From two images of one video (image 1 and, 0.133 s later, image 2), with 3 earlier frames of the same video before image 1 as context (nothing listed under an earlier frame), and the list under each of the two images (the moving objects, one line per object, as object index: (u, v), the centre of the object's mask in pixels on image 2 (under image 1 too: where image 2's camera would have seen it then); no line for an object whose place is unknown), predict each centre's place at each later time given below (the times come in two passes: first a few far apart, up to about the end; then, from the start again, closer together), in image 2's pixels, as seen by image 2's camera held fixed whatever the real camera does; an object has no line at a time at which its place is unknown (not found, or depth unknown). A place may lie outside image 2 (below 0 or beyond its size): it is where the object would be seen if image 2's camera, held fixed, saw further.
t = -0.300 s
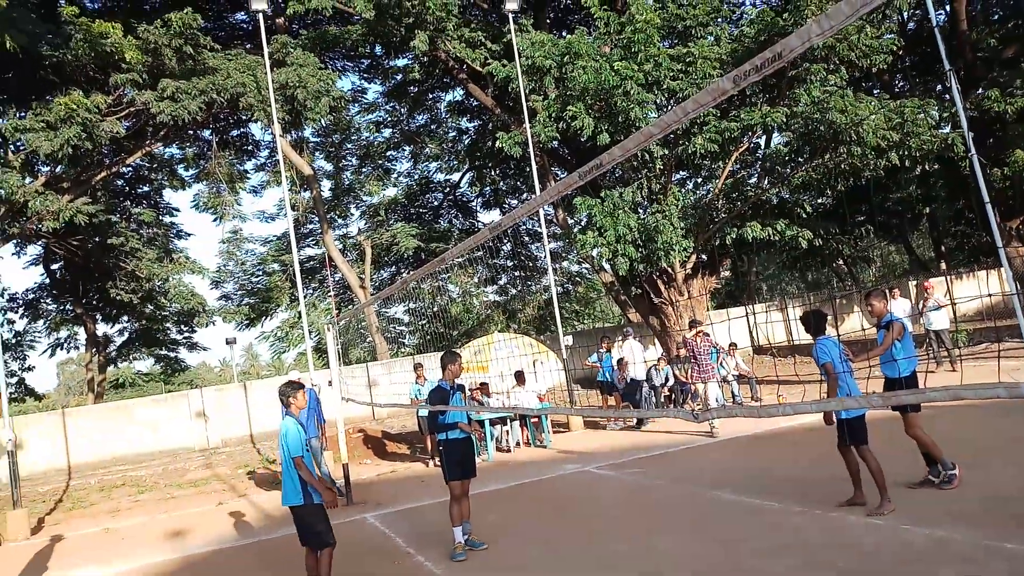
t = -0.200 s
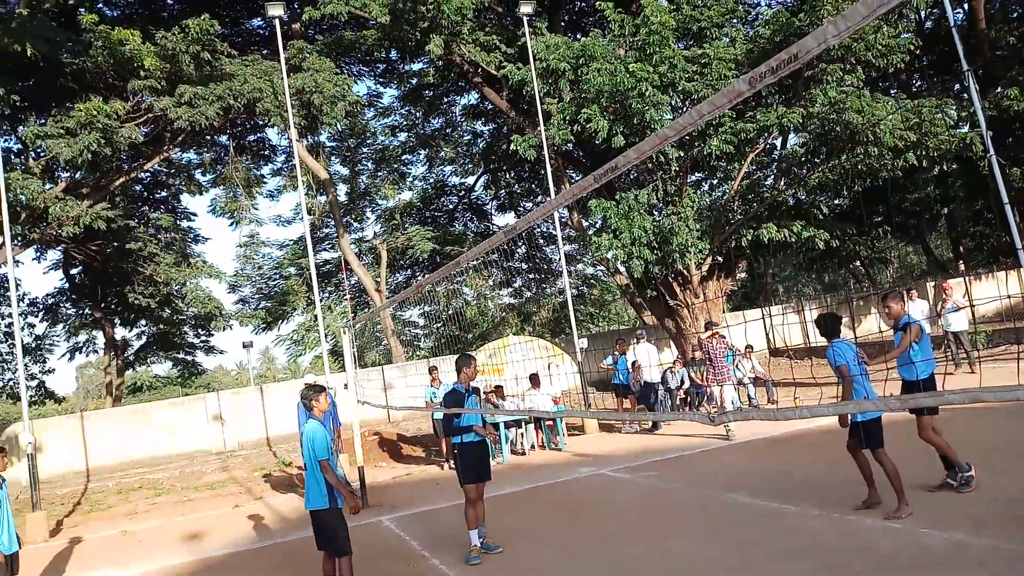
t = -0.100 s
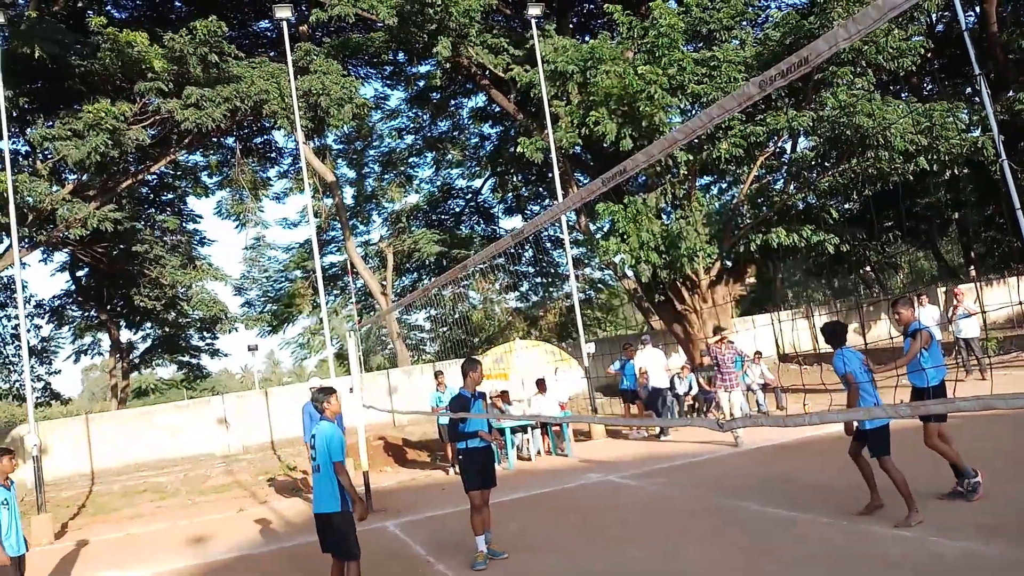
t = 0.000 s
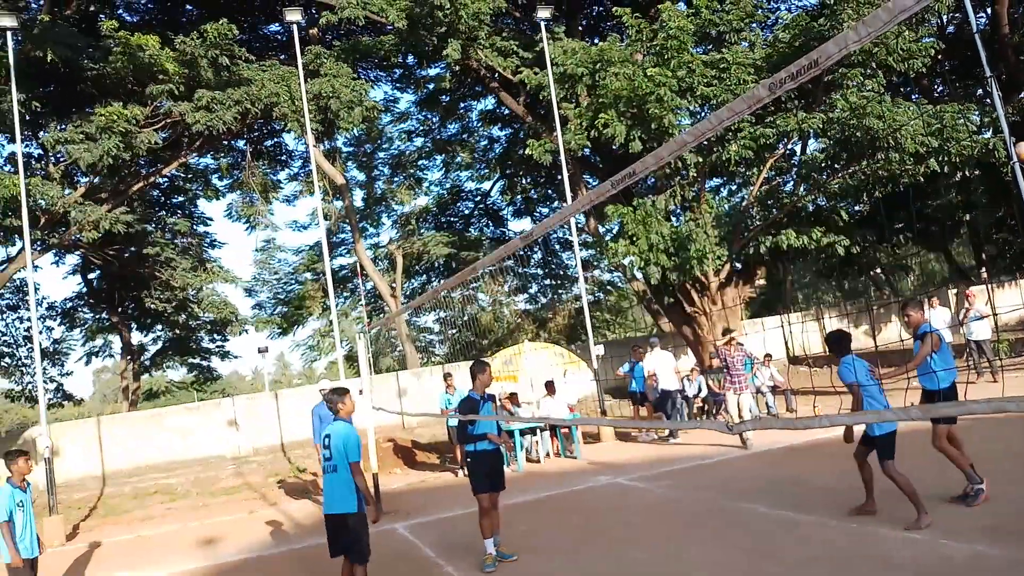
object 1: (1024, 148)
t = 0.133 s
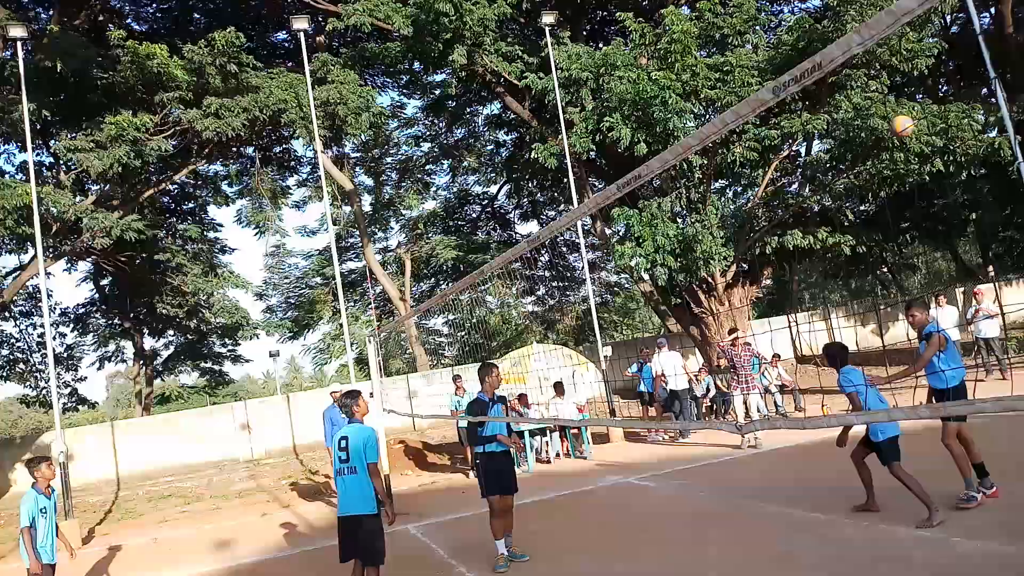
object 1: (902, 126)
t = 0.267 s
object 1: (768, 118)
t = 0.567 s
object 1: (418, 159)
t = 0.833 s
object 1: (-7, 305)
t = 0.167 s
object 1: (869, 122)
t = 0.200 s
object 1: (835, 120)
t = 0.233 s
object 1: (802, 118)
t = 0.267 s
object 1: (768, 118)
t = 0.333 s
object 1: (695, 118)
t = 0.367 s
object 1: (659, 121)
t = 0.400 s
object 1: (621, 125)
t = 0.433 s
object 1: (583, 129)
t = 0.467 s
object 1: (544, 135)
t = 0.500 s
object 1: (504, 141)
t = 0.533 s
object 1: (462, 149)
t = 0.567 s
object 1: (418, 159)
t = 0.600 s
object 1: (374, 170)
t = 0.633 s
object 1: (326, 183)
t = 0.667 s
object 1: (277, 197)
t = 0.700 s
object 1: (226, 214)
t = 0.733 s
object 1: (172, 232)
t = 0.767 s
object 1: (116, 254)
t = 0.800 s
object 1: (57, 279)
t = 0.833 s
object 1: (-7, 305)
